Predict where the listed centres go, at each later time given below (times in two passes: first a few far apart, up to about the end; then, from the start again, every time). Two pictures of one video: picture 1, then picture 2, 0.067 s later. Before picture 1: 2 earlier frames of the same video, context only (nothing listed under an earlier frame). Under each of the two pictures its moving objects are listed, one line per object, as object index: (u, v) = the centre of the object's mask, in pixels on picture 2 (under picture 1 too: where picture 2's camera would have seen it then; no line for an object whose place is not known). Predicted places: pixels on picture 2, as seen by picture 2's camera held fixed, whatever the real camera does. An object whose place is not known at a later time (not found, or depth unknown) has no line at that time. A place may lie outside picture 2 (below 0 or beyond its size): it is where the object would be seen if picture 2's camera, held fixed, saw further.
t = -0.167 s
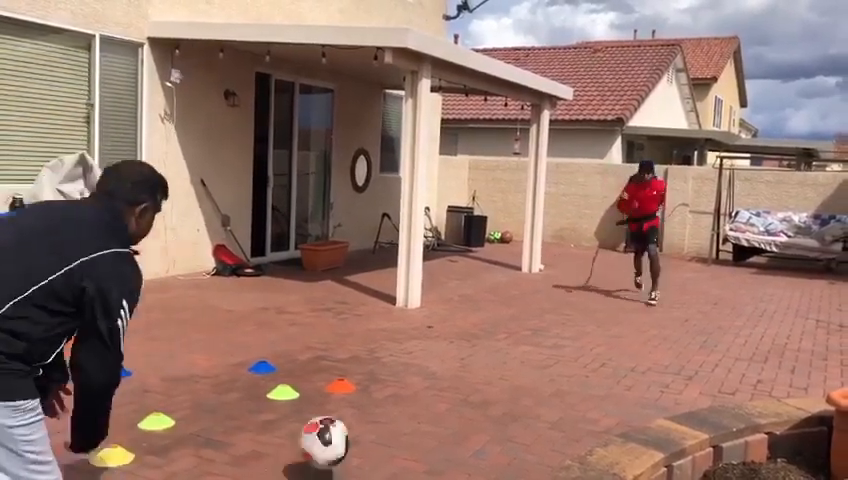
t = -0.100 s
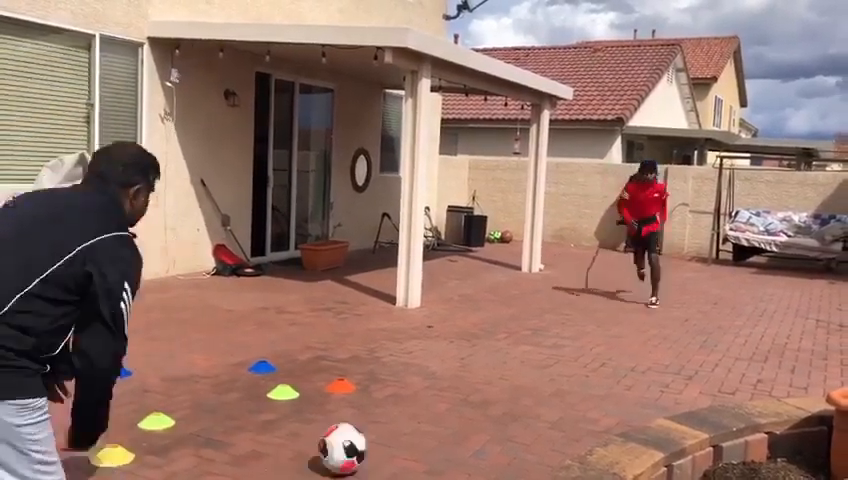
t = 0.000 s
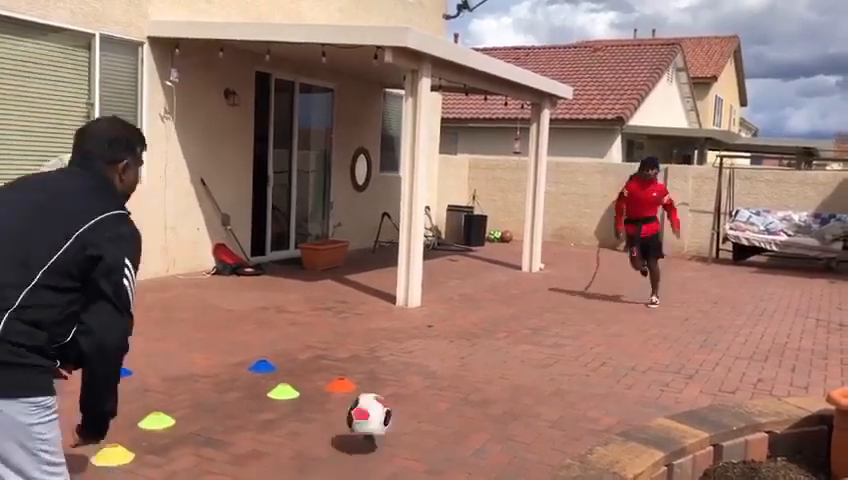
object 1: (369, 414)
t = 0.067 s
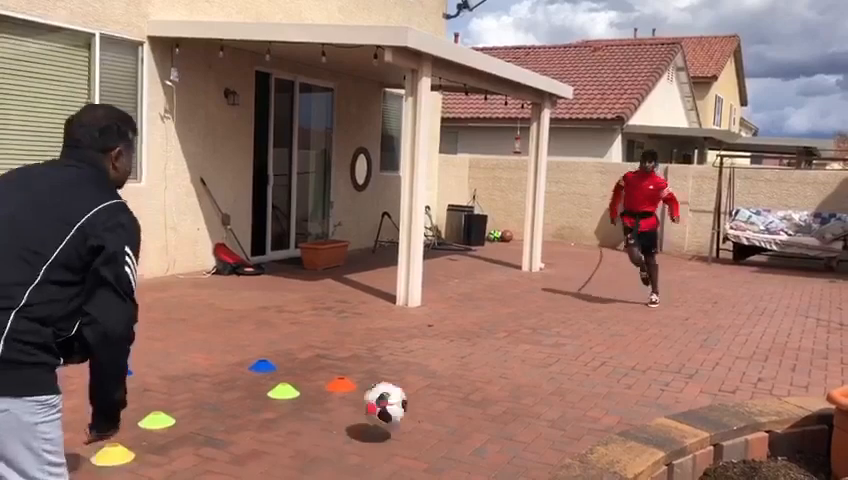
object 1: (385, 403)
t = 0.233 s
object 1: (419, 396)
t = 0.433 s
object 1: (453, 375)
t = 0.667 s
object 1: (486, 359)
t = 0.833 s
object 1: (506, 347)
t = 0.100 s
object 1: (392, 401)
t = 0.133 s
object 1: (399, 402)
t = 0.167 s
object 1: (406, 402)
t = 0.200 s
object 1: (413, 405)
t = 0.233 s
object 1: (419, 396)
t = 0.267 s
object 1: (425, 388)
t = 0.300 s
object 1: (432, 381)
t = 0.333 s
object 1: (437, 377)
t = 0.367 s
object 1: (443, 375)
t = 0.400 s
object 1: (448, 374)
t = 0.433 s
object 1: (453, 375)
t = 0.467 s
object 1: (458, 378)
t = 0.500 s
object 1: (463, 373)
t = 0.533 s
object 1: (468, 367)
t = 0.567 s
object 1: (473, 362)
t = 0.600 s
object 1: (478, 358)
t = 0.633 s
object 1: (482, 359)
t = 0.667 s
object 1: (486, 359)
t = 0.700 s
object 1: (489, 361)
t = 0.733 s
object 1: (494, 355)
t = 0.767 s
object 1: (498, 350)
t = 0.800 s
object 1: (502, 348)
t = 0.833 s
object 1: (506, 347)
